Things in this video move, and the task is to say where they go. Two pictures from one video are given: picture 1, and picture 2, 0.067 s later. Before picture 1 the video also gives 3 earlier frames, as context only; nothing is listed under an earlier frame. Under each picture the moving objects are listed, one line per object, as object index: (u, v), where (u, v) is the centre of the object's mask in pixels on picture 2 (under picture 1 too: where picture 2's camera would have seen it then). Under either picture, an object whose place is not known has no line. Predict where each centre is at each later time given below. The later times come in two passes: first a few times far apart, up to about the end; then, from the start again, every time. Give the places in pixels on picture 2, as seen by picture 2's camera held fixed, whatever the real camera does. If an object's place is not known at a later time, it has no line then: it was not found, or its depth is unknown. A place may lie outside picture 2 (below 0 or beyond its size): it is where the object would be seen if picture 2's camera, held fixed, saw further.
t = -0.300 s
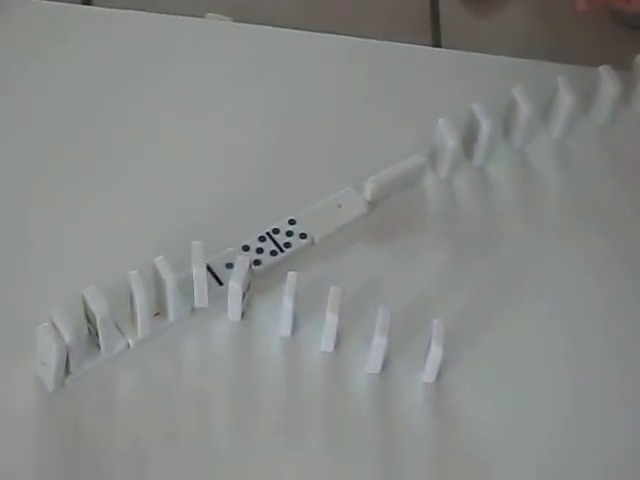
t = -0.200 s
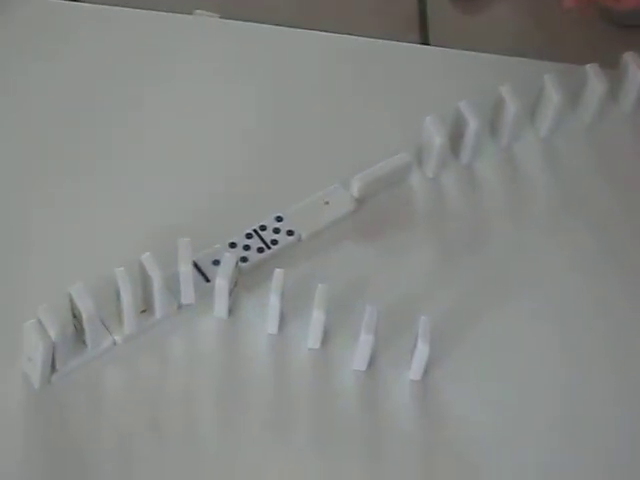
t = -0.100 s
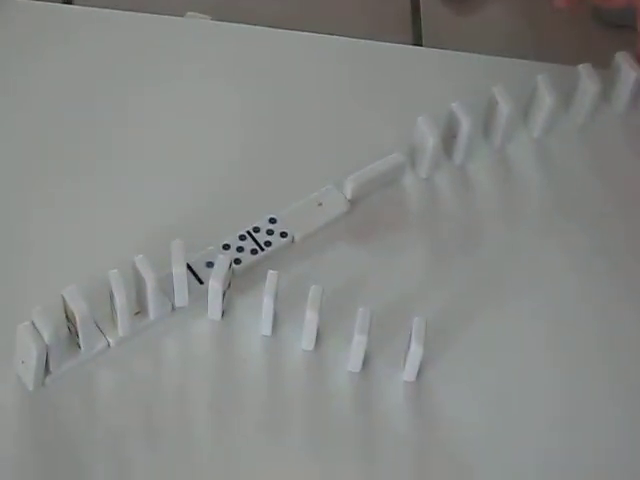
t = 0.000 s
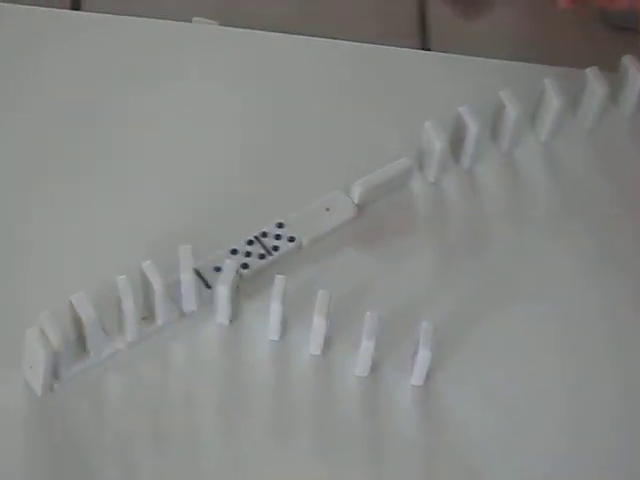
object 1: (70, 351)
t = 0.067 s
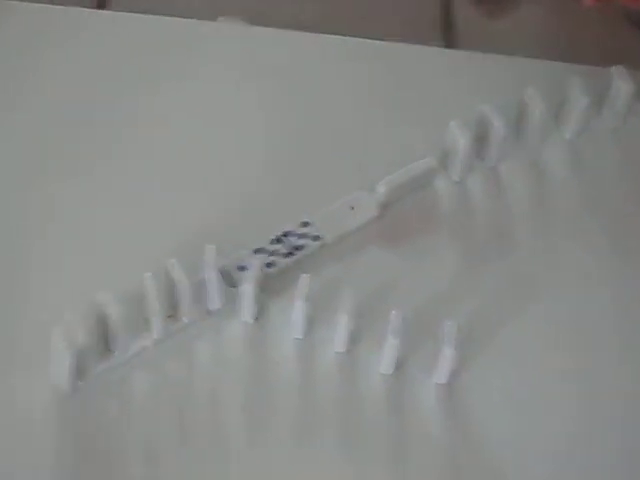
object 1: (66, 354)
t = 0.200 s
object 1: (69, 350)
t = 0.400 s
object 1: (68, 351)
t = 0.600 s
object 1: (62, 354)
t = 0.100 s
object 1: (68, 353)
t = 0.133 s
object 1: (68, 351)
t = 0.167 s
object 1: (69, 351)
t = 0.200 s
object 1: (69, 350)
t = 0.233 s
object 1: (69, 351)
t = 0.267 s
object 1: (68, 351)
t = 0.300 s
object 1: (68, 351)
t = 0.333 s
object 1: (69, 351)
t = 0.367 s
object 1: (68, 352)
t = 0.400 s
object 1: (68, 351)
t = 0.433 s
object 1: (68, 351)
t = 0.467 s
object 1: (69, 352)
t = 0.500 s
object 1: (68, 352)
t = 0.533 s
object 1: (68, 352)
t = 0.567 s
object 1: (65, 352)
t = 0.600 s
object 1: (62, 354)
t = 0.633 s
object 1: (57, 365)
